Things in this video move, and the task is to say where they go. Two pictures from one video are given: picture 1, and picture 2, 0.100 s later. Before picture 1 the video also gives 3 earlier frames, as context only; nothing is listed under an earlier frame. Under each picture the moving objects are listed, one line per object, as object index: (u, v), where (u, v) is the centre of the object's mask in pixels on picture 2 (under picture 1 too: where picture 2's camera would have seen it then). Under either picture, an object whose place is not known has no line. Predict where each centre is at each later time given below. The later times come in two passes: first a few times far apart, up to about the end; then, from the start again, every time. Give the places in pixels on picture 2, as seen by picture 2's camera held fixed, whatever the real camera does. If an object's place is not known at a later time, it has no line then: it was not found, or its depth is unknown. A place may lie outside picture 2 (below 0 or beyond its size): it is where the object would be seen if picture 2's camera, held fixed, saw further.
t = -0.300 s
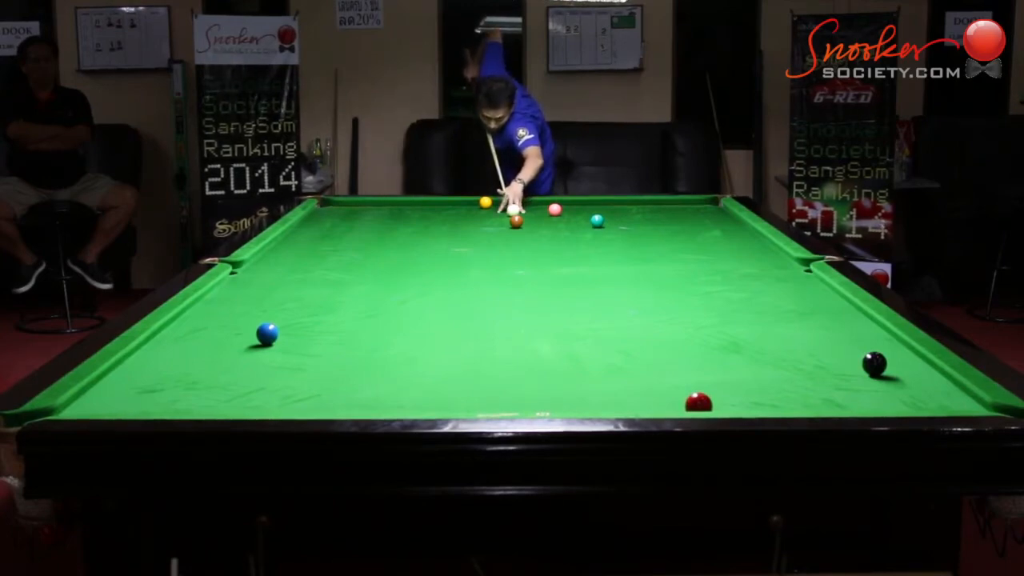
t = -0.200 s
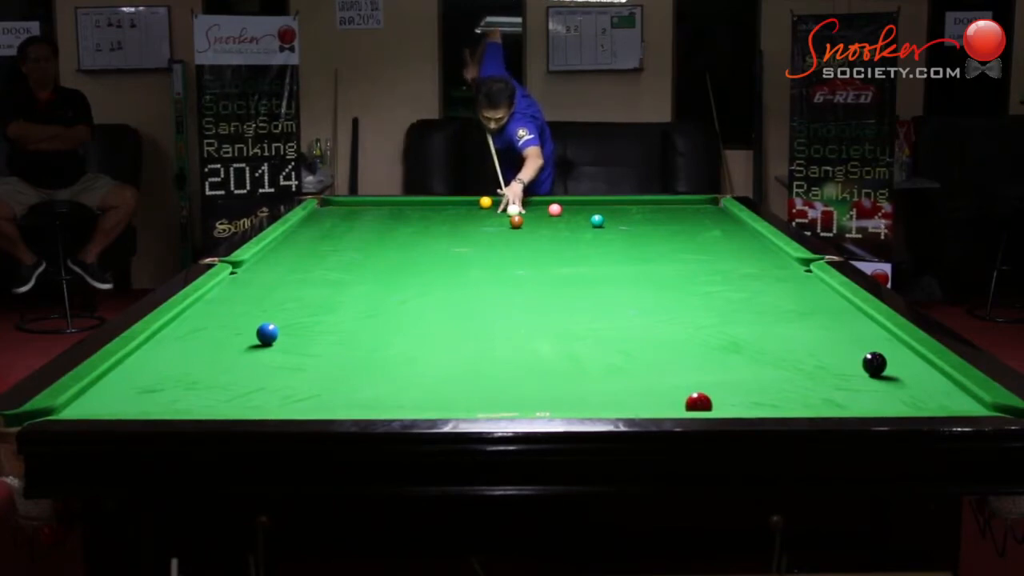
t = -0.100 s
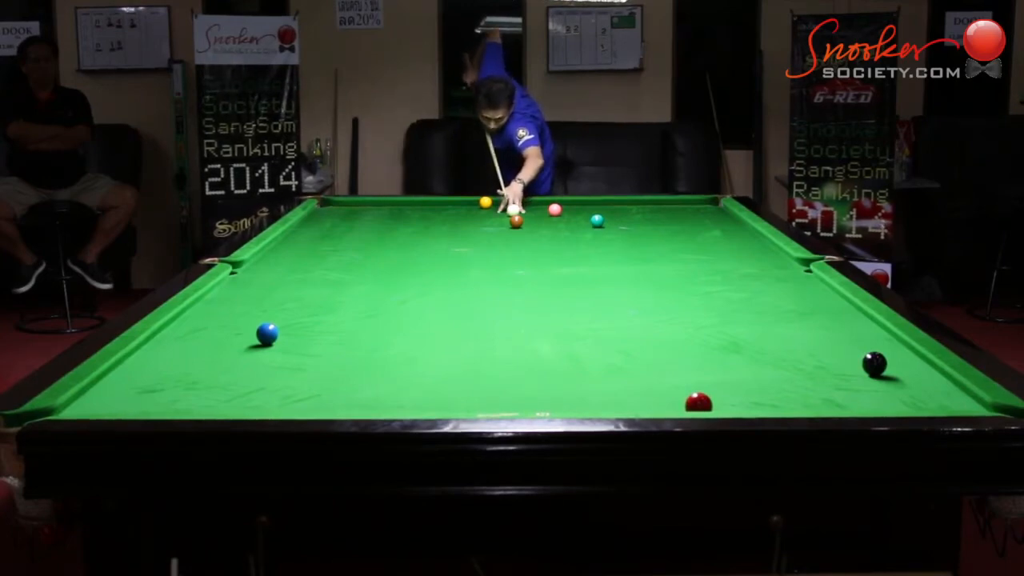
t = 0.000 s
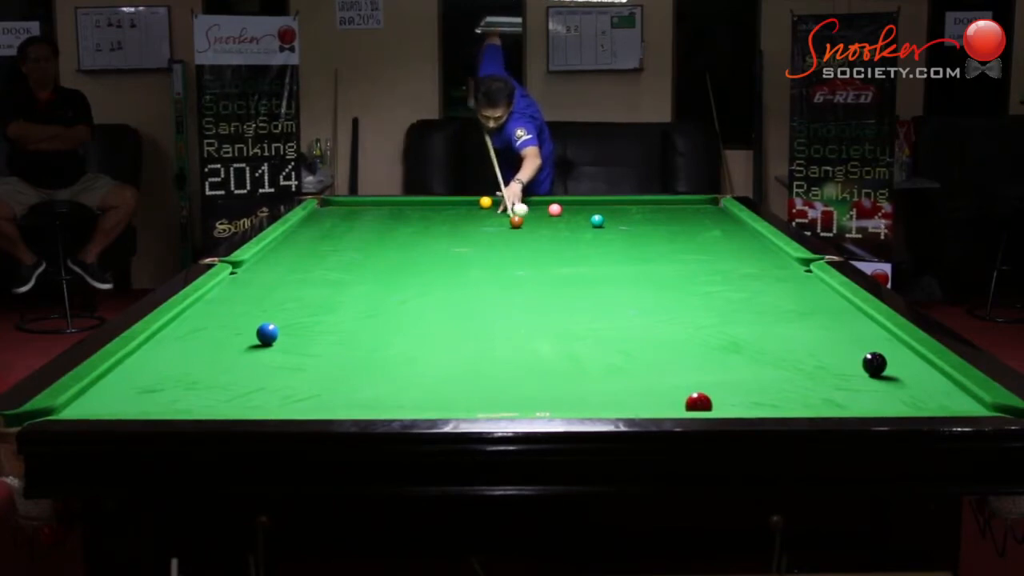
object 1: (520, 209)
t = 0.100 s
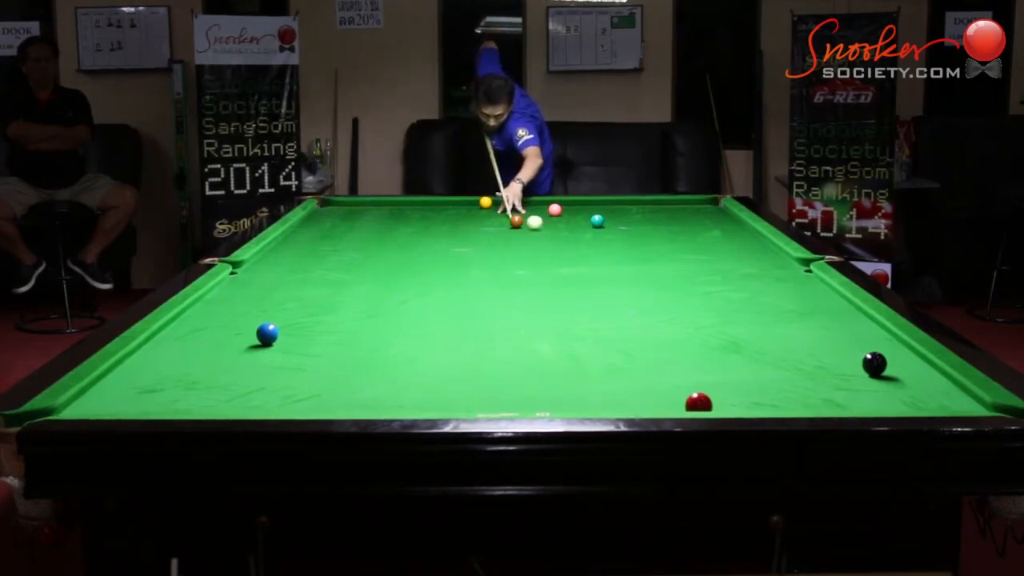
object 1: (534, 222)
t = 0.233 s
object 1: (552, 235)
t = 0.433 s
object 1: (575, 254)
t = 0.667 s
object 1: (592, 277)
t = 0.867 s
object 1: (605, 300)
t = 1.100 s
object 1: (625, 333)
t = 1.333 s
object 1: (650, 375)
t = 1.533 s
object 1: (662, 403)
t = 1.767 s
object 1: (603, 372)
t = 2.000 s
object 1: (562, 350)
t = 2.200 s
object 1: (531, 334)
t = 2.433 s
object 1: (499, 318)
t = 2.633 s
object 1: (475, 306)
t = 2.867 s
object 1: (450, 293)
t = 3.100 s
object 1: (428, 282)
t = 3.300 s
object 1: (410, 274)
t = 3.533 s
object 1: (392, 265)
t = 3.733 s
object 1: (377, 258)
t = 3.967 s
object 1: (362, 251)
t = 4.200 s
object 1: (347, 244)
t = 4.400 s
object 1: (336, 239)
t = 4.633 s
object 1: (324, 233)
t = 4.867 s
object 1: (312, 228)
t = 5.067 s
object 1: (303, 224)
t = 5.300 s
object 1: (306, 220)
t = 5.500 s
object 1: (316, 218)
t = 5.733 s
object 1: (327, 214)
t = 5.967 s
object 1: (336, 211)
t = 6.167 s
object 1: (344, 209)
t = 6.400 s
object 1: (352, 207)
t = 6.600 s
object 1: (358, 204)
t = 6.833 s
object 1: (365, 203)
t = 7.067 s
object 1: (372, 201)
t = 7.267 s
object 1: (374, 201)
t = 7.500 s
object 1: (376, 202)
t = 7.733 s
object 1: (378, 203)
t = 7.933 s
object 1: (380, 203)
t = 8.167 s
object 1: (382, 204)
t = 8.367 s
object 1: (383, 204)
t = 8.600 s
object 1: (384, 204)
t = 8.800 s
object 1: (383, 204)
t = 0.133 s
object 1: (539, 224)
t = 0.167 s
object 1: (543, 228)
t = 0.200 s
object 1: (548, 231)
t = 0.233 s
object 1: (552, 235)
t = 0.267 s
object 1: (556, 238)
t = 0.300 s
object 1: (561, 241)
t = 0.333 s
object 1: (565, 245)
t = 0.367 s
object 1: (569, 248)
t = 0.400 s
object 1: (572, 251)
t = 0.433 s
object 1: (575, 254)
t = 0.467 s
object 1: (578, 258)
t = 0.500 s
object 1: (581, 261)
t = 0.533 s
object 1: (584, 264)
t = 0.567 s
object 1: (586, 267)
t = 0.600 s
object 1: (588, 271)
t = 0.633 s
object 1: (590, 274)
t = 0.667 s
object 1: (592, 277)
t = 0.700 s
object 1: (594, 281)
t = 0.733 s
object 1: (596, 284)
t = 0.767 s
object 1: (598, 288)
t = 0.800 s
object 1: (601, 292)
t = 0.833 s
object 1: (603, 296)
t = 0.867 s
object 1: (605, 300)
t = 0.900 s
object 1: (608, 304)
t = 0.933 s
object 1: (611, 309)
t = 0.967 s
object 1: (613, 313)
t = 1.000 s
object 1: (616, 318)
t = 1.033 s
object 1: (619, 323)
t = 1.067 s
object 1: (622, 328)
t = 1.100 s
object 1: (625, 333)
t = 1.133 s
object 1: (628, 339)
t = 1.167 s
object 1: (631, 344)
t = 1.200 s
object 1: (634, 350)
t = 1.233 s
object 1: (638, 356)
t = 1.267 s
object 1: (642, 362)
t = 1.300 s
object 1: (646, 369)
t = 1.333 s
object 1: (650, 375)
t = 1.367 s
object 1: (654, 382)
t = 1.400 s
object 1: (658, 390)
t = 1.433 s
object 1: (663, 397)
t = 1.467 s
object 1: (667, 402)
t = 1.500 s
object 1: (671, 405)
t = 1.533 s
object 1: (662, 403)
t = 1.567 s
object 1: (652, 399)
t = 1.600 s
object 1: (643, 395)
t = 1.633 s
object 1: (634, 390)
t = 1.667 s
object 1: (626, 385)
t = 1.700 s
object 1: (618, 380)
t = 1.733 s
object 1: (610, 376)
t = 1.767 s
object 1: (603, 372)
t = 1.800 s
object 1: (597, 369)
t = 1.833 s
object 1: (591, 366)
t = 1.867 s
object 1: (585, 362)
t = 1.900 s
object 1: (579, 359)
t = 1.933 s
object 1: (574, 356)
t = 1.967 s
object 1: (568, 353)
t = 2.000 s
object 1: (562, 350)
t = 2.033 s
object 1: (557, 347)
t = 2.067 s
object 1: (551, 345)
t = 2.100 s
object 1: (546, 342)
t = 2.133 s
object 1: (541, 339)
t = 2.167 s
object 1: (536, 337)
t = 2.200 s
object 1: (531, 334)
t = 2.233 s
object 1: (526, 332)
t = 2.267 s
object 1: (521, 329)
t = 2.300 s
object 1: (517, 327)
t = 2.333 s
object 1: (512, 325)
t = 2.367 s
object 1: (508, 322)
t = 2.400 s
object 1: (504, 320)
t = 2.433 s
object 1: (499, 318)
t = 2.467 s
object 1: (495, 316)
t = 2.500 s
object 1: (491, 314)
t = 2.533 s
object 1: (487, 312)
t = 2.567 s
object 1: (483, 310)
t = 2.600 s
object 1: (479, 308)
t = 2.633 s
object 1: (475, 306)
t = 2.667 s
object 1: (471, 304)
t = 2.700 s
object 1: (468, 302)
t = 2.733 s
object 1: (464, 300)
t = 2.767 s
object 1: (460, 298)
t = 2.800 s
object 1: (457, 297)
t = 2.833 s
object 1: (453, 295)
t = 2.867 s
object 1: (450, 293)
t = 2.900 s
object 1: (447, 291)
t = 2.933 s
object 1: (443, 290)
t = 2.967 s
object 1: (440, 288)
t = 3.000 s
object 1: (437, 286)
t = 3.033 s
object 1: (434, 285)
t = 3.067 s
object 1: (430, 283)
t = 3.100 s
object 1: (428, 282)
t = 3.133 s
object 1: (425, 280)
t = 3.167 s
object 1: (422, 279)
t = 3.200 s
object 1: (419, 278)
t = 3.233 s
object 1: (416, 276)
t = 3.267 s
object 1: (413, 275)
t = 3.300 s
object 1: (410, 274)
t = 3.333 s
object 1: (407, 272)
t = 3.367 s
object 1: (405, 271)
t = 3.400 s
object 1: (402, 270)
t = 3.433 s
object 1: (400, 268)
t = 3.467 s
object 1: (397, 267)
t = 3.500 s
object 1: (394, 266)
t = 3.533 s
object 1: (392, 265)
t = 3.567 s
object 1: (389, 263)
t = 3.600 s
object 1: (387, 262)
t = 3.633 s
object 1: (384, 261)
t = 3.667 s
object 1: (382, 260)
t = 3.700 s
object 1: (380, 259)
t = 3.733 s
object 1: (377, 258)
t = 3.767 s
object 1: (375, 257)
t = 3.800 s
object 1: (373, 255)
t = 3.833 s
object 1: (370, 254)
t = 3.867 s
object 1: (368, 254)
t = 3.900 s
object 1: (366, 253)
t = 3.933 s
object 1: (364, 252)
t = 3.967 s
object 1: (362, 251)
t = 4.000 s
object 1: (360, 249)
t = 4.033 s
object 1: (358, 248)
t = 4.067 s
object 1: (355, 248)
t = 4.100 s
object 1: (353, 247)
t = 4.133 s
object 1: (351, 246)
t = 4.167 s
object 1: (349, 245)
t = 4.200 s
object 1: (347, 244)
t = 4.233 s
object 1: (346, 243)
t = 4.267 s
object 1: (344, 242)
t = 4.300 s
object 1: (342, 241)
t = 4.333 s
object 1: (340, 240)
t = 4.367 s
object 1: (338, 240)
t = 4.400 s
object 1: (336, 239)
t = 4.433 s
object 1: (334, 238)
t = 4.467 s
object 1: (333, 237)
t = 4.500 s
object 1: (331, 237)
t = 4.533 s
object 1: (329, 236)
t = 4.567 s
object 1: (327, 235)
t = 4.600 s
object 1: (325, 234)
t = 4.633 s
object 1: (324, 233)
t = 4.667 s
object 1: (322, 232)
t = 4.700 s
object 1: (320, 232)
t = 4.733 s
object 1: (319, 231)
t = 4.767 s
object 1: (317, 230)
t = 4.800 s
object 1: (315, 230)
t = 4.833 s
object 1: (314, 229)
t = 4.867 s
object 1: (312, 228)
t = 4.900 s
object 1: (311, 227)
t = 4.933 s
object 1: (309, 227)
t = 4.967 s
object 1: (308, 226)
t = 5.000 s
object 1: (306, 226)
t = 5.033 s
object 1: (305, 225)
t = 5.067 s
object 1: (303, 224)
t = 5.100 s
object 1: (302, 224)
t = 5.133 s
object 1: (300, 223)
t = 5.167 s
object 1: (299, 223)
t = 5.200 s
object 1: (300, 222)
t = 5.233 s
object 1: (302, 221)
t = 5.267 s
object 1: (304, 221)
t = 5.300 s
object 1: (306, 220)
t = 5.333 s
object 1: (307, 220)
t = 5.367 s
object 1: (309, 220)
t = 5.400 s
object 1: (311, 219)
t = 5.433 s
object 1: (312, 218)
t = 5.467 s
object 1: (314, 218)
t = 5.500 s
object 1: (316, 218)
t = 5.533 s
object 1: (317, 217)
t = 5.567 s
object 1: (319, 216)
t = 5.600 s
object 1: (321, 216)
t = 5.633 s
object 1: (322, 216)
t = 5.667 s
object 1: (324, 215)
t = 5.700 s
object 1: (325, 215)
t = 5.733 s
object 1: (327, 214)
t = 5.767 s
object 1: (328, 214)
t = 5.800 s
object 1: (329, 214)
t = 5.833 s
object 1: (331, 213)
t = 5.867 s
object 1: (332, 213)
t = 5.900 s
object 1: (334, 212)
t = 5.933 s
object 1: (335, 212)
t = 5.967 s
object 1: (336, 211)
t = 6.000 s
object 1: (338, 211)
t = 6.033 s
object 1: (339, 210)
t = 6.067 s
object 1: (340, 210)
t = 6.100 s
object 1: (341, 210)
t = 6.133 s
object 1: (342, 209)
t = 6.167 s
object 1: (344, 209)
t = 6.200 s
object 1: (345, 209)
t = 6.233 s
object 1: (346, 208)
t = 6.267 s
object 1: (347, 208)
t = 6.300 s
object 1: (348, 208)
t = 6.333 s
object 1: (349, 207)
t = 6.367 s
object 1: (350, 207)
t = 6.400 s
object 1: (352, 207)
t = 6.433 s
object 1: (353, 206)
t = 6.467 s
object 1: (354, 206)
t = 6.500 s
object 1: (355, 205)
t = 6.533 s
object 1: (356, 205)
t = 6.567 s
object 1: (357, 205)
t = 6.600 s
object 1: (358, 204)
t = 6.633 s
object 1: (359, 204)
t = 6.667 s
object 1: (360, 204)
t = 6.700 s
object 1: (361, 203)
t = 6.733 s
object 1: (362, 203)
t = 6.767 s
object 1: (363, 203)
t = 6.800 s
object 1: (364, 203)
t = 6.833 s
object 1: (365, 203)
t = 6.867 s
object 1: (366, 202)
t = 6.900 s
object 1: (367, 202)
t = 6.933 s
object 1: (368, 202)
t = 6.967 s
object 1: (369, 201)
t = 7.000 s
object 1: (370, 201)
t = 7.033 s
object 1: (371, 201)
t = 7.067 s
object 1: (372, 201)
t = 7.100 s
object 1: (372, 201)
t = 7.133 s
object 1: (373, 201)
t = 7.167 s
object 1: (373, 201)
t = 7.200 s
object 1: (373, 201)
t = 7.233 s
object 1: (374, 201)
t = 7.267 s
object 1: (374, 201)
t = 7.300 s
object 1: (374, 201)
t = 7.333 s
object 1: (375, 202)
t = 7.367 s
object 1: (375, 202)
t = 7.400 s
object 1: (375, 202)
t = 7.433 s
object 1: (376, 202)
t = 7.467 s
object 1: (376, 202)
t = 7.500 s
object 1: (376, 202)
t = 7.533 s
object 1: (376, 202)
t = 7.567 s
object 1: (377, 202)
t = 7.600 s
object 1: (377, 203)
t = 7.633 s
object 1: (377, 203)
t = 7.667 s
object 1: (378, 203)
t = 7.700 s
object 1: (378, 203)
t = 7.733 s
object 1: (378, 203)
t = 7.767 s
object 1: (378, 203)
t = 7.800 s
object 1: (379, 203)
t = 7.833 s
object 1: (379, 203)
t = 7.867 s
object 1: (379, 203)
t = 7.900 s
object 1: (380, 203)
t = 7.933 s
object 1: (380, 203)
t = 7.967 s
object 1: (380, 204)
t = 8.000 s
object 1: (380, 203)
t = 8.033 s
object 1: (381, 204)
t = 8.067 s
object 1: (381, 204)
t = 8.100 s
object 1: (381, 204)
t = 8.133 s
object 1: (381, 204)
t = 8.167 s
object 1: (382, 204)
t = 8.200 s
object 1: (382, 204)
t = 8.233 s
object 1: (382, 204)
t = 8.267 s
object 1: (383, 204)
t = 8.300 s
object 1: (383, 204)
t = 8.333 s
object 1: (383, 204)
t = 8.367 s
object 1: (383, 204)
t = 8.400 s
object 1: (383, 204)
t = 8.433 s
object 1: (383, 204)
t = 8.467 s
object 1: (383, 204)
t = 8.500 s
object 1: (383, 204)
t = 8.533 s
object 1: (383, 204)
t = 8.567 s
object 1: (384, 204)
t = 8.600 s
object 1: (384, 204)
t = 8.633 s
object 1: (383, 204)
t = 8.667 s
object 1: (384, 205)
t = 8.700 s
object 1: (383, 205)
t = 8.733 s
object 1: (383, 205)
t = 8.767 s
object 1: (383, 204)
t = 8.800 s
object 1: (383, 204)
